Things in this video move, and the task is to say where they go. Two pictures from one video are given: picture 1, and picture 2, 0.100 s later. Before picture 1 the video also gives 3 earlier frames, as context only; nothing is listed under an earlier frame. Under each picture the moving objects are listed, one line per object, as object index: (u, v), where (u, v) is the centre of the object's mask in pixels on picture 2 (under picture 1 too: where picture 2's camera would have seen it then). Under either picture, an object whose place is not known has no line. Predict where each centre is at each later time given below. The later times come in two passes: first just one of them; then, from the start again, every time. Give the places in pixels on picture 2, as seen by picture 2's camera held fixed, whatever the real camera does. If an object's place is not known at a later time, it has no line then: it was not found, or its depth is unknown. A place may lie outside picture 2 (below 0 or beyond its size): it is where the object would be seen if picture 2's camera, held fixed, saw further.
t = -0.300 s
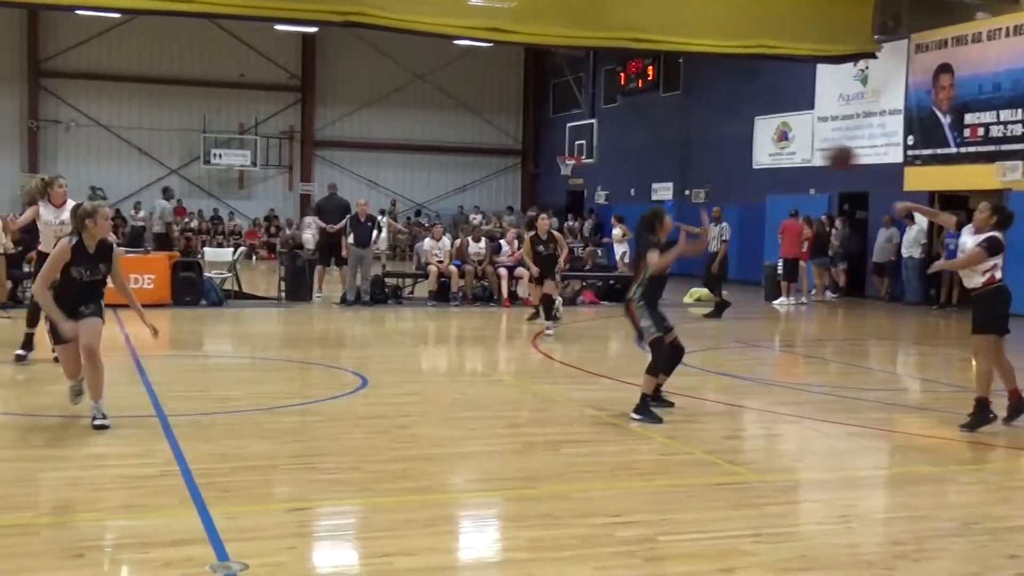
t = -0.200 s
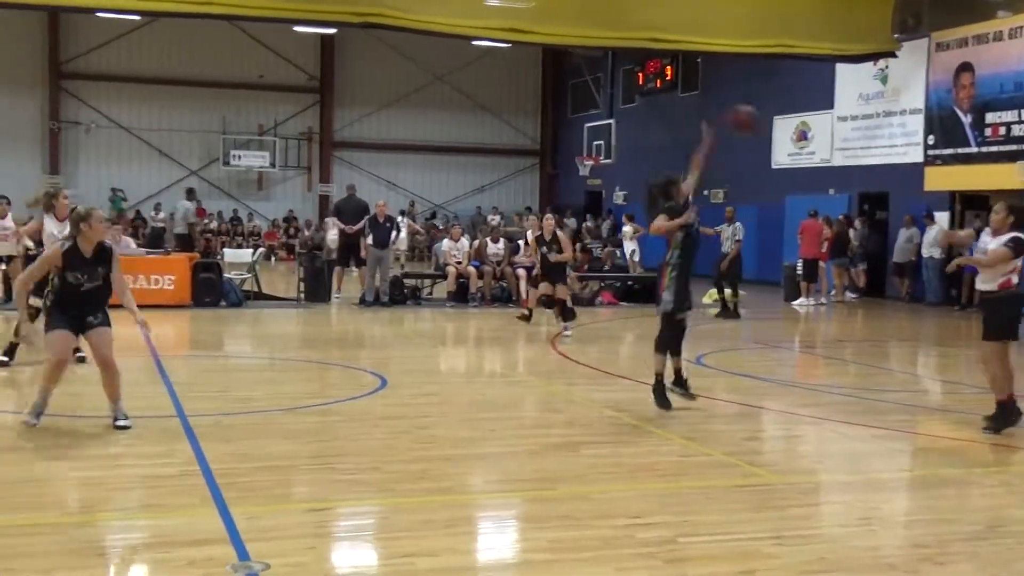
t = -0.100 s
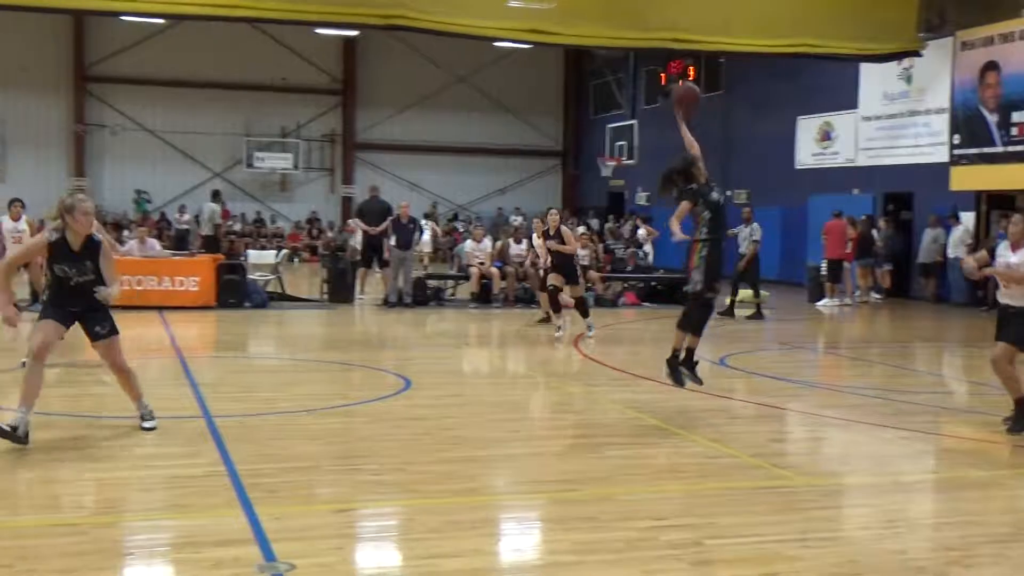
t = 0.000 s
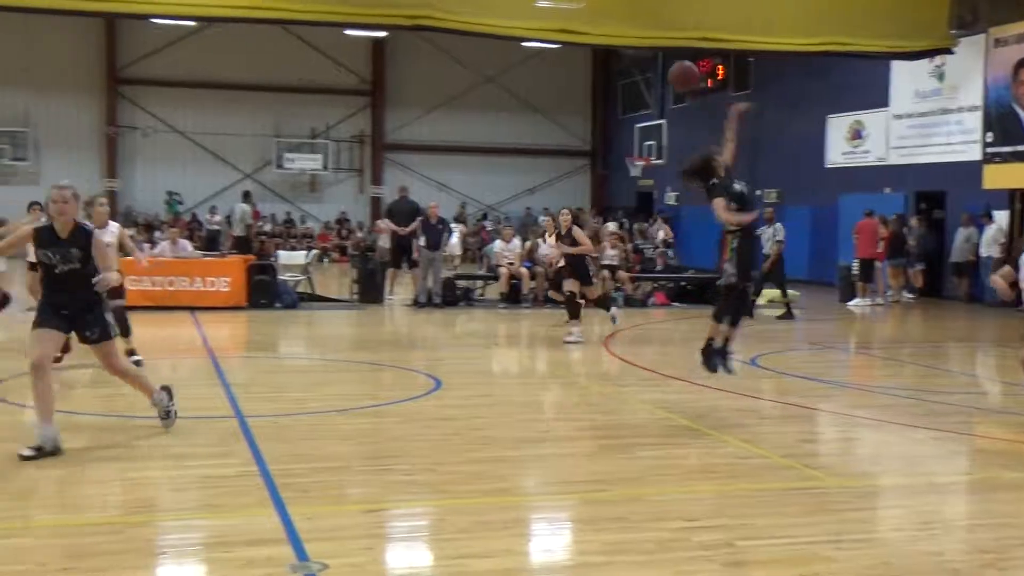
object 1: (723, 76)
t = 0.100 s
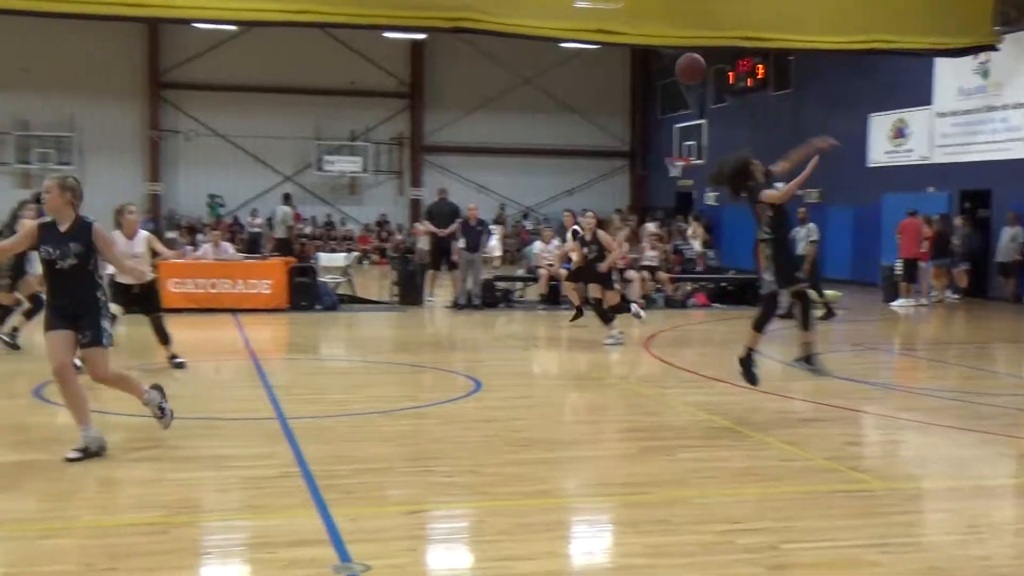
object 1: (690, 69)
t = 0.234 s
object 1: (646, 80)
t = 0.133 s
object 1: (680, 69)
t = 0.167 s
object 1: (668, 72)
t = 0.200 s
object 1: (657, 75)
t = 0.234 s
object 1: (646, 80)
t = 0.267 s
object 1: (636, 86)
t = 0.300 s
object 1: (624, 94)
